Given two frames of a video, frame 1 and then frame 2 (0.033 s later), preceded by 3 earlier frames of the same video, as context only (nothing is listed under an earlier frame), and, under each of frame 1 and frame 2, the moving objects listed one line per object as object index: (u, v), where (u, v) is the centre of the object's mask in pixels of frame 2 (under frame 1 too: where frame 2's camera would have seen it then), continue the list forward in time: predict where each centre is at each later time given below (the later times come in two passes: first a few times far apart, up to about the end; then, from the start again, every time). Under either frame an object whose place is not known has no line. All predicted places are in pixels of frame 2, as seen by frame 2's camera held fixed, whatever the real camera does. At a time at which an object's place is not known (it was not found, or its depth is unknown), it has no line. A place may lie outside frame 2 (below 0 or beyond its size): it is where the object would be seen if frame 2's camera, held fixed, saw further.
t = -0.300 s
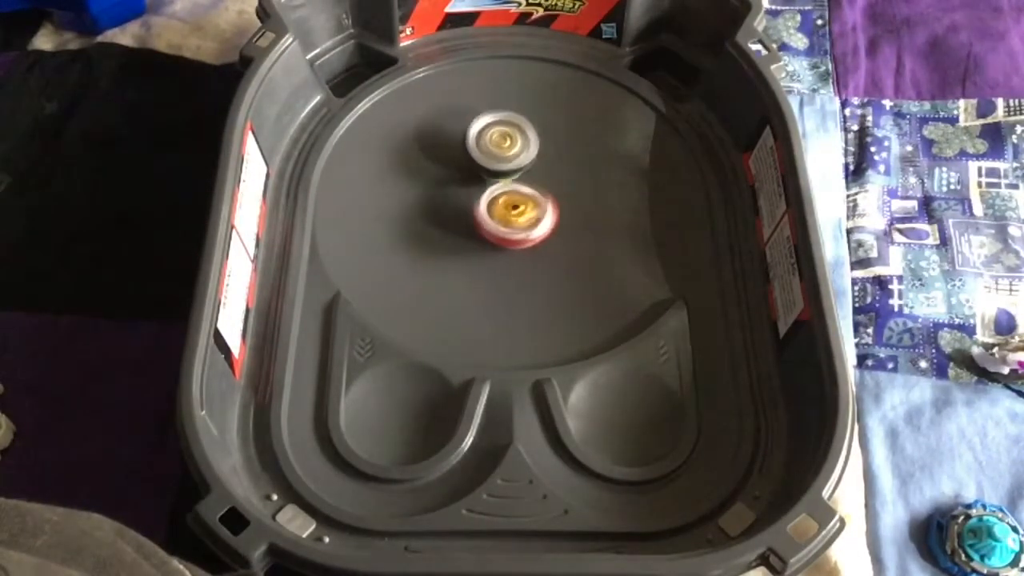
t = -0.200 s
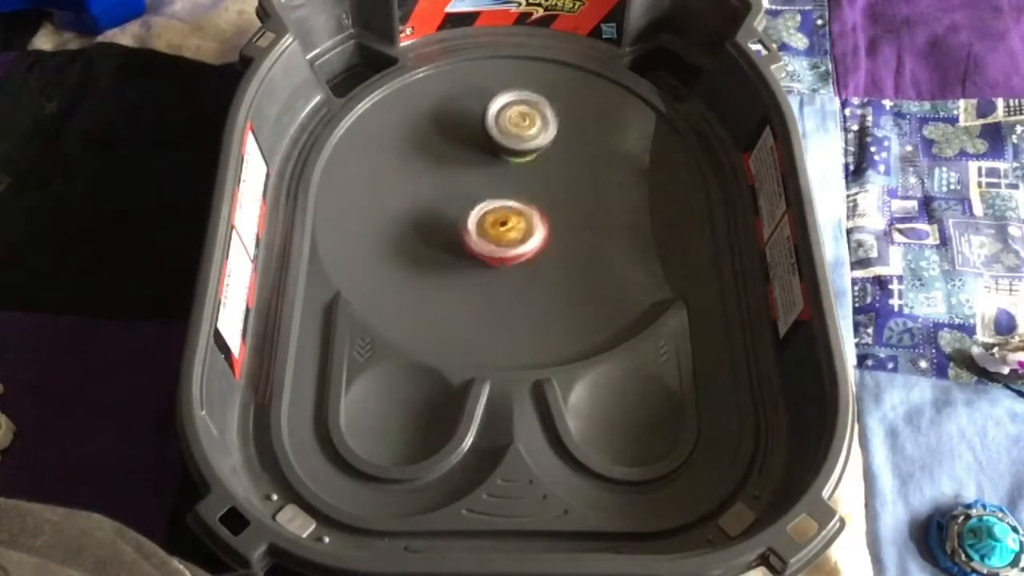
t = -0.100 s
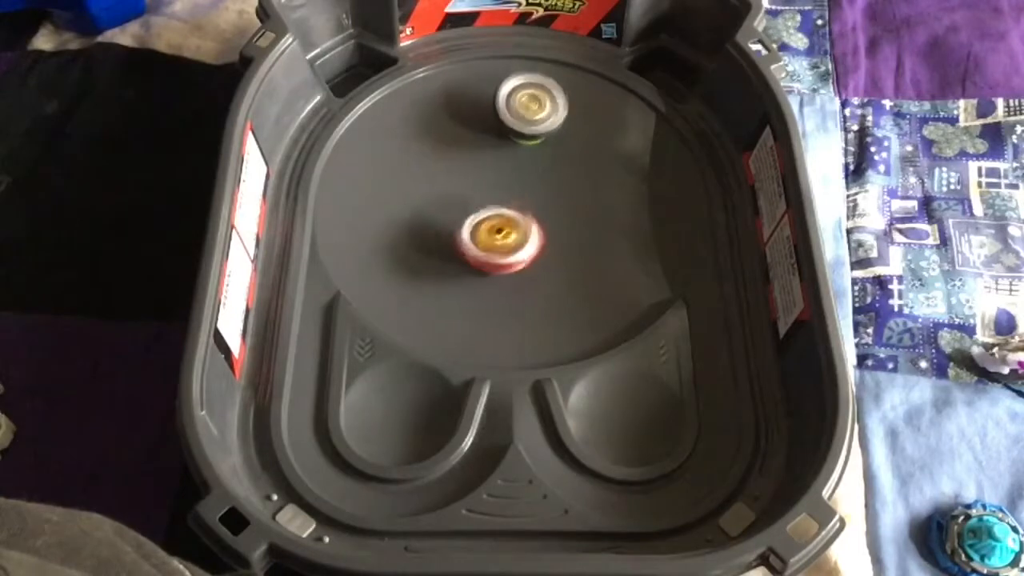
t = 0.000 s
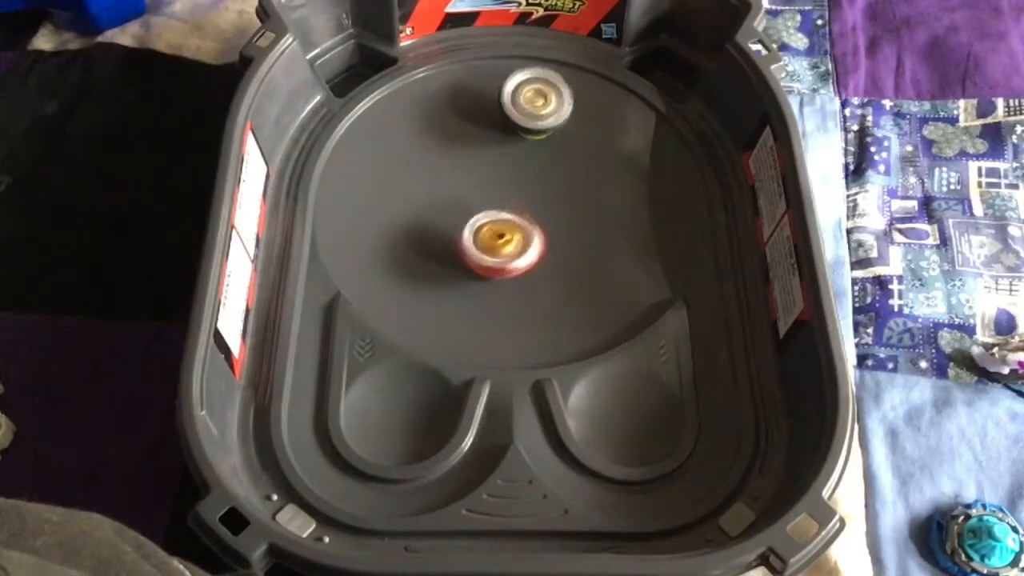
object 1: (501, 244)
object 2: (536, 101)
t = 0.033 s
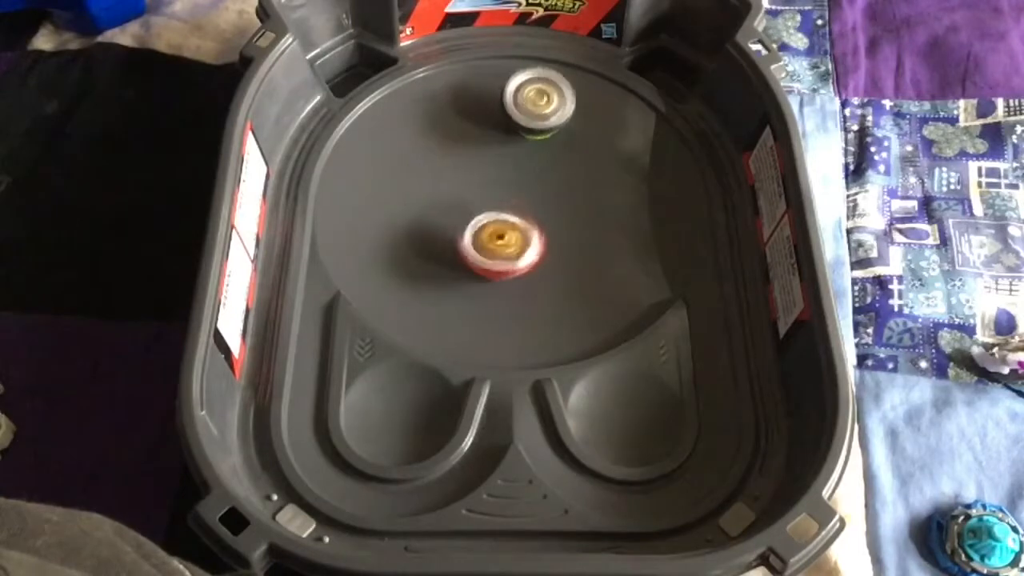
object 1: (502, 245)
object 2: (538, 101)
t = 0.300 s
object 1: (509, 234)
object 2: (556, 118)
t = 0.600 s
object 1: (510, 210)
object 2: (587, 152)
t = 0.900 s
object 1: (512, 188)
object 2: (598, 182)
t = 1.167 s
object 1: (512, 168)
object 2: (591, 215)
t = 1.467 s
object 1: (517, 158)
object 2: (548, 245)
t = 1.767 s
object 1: (527, 165)
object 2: (494, 243)
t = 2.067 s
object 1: (545, 185)
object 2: (459, 216)
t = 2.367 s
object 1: (562, 201)
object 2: (457, 179)
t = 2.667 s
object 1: (559, 207)
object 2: (494, 147)
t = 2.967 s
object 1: (542, 214)
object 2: (541, 133)
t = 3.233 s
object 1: (526, 210)
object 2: (570, 149)
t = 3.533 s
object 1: (501, 199)
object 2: (588, 169)
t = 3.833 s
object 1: (497, 179)
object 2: (576, 205)
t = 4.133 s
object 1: (507, 162)
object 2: (543, 232)
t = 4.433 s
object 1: (531, 162)
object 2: (498, 230)
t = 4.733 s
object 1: (554, 179)
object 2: (468, 203)
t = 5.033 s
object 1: (555, 203)
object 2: (477, 168)
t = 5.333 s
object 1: (538, 217)
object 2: (515, 145)
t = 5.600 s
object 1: (513, 219)
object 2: (559, 137)
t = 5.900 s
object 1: (499, 205)
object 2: (592, 158)
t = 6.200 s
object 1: (499, 177)
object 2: (603, 200)
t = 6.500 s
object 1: (512, 163)
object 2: (569, 230)
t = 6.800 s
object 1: (539, 166)
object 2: (509, 234)
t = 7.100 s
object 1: (559, 183)
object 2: (459, 209)
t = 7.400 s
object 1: (554, 201)
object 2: (467, 168)
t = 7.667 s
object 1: (532, 218)
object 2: (507, 128)
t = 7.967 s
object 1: (514, 216)
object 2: (565, 107)
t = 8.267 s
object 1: (517, 192)
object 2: (599, 149)
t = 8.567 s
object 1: (522, 171)
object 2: (609, 208)
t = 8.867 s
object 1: (538, 172)
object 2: (543, 250)
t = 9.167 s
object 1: (541, 189)
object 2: (466, 229)
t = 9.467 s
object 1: (536, 195)
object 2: (451, 168)
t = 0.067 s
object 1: (502, 245)
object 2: (541, 101)
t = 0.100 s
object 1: (503, 245)
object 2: (543, 102)
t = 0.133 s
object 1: (503, 244)
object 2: (546, 102)
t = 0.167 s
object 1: (506, 243)
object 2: (548, 104)
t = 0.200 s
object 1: (506, 242)
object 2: (550, 107)
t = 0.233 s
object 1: (508, 239)
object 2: (552, 109)
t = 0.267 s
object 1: (509, 237)
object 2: (553, 114)
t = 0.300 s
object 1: (509, 234)
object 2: (556, 118)
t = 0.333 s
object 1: (513, 231)
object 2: (557, 124)
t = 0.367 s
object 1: (512, 227)
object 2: (559, 129)
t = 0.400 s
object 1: (515, 223)
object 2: (560, 134)
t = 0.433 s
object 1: (516, 220)
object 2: (562, 141)
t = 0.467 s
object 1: (516, 216)
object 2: (564, 145)
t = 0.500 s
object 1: (519, 213)
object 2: (565, 152)
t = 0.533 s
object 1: (515, 212)
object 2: (573, 152)
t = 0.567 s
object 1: (511, 211)
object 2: (580, 153)
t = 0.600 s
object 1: (510, 210)
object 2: (587, 152)
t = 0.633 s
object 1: (508, 208)
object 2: (590, 153)
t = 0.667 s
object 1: (508, 205)
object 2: (593, 155)
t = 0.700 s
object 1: (508, 203)
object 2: (593, 158)
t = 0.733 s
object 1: (507, 201)
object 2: (595, 162)
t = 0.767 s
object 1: (508, 197)
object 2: (595, 166)
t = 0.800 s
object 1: (508, 196)
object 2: (597, 170)
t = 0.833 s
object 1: (508, 193)
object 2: (597, 174)
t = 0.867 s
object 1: (510, 190)
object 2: (598, 178)
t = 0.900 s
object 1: (512, 188)
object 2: (598, 182)
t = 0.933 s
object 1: (513, 186)
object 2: (597, 187)
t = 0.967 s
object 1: (513, 183)
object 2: (597, 190)
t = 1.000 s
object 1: (513, 179)
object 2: (598, 196)
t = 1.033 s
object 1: (513, 177)
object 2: (599, 199)
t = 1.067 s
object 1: (511, 175)
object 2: (597, 204)
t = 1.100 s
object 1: (513, 172)
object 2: (596, 207)
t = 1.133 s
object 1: (513, 170)
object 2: (593, 212)
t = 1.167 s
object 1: (512, 168)
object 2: (591, 215)
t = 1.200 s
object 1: (512, 165)
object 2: (586, 220)
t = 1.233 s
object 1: (514, 164)
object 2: (584, 223)
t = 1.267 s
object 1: (513, 162)
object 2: (578, 227)
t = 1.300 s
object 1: (513, 161)
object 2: (575, 230)
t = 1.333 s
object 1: (514, 159)
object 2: (569, 234)
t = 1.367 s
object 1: (515, 159)
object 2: (565, 237)
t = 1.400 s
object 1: (514, 159)
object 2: (559, 240)
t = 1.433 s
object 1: (516, 157)
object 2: (554, 242)
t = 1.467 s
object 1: (517, 158)
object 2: (548, 245)
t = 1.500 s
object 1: (517, 158)
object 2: (542, 245)
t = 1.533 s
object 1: (517, 158)
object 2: (536, 247)
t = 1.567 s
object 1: (520, 158)
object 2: (530, 247)
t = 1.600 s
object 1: (521, 159)
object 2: (524, 248)
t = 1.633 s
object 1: (522, 160)
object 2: (517, 247)
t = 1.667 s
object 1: (522, 161)
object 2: (512, 247)
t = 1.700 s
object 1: (525, 161)
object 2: (505, 246)
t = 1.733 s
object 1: (527, 163)
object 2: (501, 244)
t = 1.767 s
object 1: (527, 165)
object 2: (494, 243)
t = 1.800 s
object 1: (528, 167)
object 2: (490, 240)
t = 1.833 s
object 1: (531, 168)
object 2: (484, 238)
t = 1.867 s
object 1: (533, 171)
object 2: (481, 235)
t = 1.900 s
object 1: (533, 173)
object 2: (476, 233)
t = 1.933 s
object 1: (534, 176)
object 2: (474, 228)
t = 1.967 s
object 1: (537, 177)
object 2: (471, 226)
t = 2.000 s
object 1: (539, 181)
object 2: (468, 221)
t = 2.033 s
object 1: (541, 184)
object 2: (465, 219)
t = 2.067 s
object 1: (545, 185)
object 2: (459, 216)
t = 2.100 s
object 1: (548, 186)
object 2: (457, 213)
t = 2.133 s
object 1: (551, 188)
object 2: (454, 210)
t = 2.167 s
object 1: (554, 192)
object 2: (454, 206)
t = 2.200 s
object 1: (556, 193)
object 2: (453, 202)
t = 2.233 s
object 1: (557, 195)
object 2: (453, 197)
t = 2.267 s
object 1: (559, 196)
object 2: (453, 193)
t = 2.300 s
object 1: (561, 197)
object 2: (454, 188)
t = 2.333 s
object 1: (562, 200)
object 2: (456, 184)
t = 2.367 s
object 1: (562, 201)
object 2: (457, 179)
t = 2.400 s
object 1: (561, 202)
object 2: (460, 174)
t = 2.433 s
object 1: (562, 203)
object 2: (463, 171)
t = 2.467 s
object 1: (563, 203)
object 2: (466, 166)
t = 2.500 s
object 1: (563, 205)
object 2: (471, 163)
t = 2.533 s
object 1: (562, 206)
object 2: (474, 160)
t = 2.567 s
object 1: (560, 206)
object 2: (480, 156)
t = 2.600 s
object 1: (559, 207)
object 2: (484, 153)
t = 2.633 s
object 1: (560, 206)
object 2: (489, 149)
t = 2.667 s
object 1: (559, 207)
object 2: (494, 147)
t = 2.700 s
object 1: (557, 208)
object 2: (500, 145)
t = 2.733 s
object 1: (556, 208)
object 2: (507, 142)
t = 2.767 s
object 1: (553, 207)
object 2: (512, 140)
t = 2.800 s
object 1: (550, 208)
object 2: (517, 137)
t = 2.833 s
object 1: (550, 209)
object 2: (522, 135)
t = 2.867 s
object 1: (548, 211)
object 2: (528, 134)
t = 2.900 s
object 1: (546, 213)
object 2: (531, 133)
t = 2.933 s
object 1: (544, 213)
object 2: (536, 132)
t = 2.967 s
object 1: (542, 214)
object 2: (541, 133)
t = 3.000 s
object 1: (539, 214)
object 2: (545, 133)
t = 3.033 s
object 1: (537, 214)
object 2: (550, 134)
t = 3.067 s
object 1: (536, 214)
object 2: (553, 137)
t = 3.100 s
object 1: (534, 213)
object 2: (557, 138)
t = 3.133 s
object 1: (532, 214)
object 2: (561, 139)
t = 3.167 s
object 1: (530, 213)
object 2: (564, 142)
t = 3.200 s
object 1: (528, 212)
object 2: (566, 146)
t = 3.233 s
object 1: (526, 210)
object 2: (570, 149)
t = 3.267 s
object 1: (522, 210)
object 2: (573, 152)
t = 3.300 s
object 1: (517, 210)
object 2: (578, 152)
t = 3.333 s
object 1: (515, 208)
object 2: (582, 152)
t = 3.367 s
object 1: (513, 207)
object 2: (586, 154)
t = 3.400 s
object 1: (510, 207)
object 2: (587, 156)
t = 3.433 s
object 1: (507, 206)
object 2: (588, 159)
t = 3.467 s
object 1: (506, 203)
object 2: (589, 162)
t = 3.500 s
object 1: (503, 201)
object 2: (589, 165)
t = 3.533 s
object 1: (501, 199)
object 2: (588, 169)
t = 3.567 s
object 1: (499, 197)
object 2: (588, 173)
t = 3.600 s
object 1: (497, 195)
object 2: (586, 177)
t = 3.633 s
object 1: (497, 193)
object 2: (585, 180)
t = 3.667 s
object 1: (497, 190)
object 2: (583, 185)
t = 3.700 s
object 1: (496, 187)
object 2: (583, 189)
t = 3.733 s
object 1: (496, 185)
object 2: (582, 193)
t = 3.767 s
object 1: (496, 183)
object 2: (581, 197)
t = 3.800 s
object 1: (496, 181)
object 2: (579, 201)
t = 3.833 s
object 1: (497, 179)
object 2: (576, 205)
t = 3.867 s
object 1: (497, 178)
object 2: (573, 209)
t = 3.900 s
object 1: (498, 176)
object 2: (570, 212)
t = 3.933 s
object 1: (499, 173)
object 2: (567, 216)
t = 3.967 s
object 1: (500, 170)
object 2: (564, 220)
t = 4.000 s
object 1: (500, 167)
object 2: (561, 223)
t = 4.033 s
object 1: (501, 166)
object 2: (557, 225)
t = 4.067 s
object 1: (503, 165)
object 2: (553, 228)
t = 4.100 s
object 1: (505, 163)
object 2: (548, 230)
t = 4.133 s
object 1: (507, 162)
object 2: (543, 232)
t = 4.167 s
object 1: (509, 161)
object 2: (539, 233)
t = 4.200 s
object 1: (511, 159)
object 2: (534, 234)
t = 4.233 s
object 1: (514, 158)
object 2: (528, 235)
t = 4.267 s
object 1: (517, 158)
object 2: (523, 235)
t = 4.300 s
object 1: (520, 158)
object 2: (518, 235)
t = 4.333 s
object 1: (523, 158)
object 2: (513, 234)
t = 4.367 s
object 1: (526, 159)
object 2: (507, 233)
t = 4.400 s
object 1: (528, 161)
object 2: (503, 232)
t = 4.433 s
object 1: (531, 162)
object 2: (498, 230)
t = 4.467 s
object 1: (534, 164)
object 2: (493, 227)
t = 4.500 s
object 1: (537, 165)
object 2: (490, 225)
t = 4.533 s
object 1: (540, 167)
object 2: (485, 222)
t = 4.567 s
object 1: (543, 169)
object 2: (481, 220)
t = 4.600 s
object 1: (546, 170)
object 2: (478, 216)
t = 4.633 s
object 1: (549, 172)
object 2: (475, 214)
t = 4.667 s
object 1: (550, 174)
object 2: (472, 210)
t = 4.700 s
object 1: (553, 176)
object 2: (469, 207)
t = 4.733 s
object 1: (554, 179)
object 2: (468, 203)
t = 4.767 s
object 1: (556, 181)
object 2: (467, 199)
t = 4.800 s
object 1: (557, 184)
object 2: (467, 196)
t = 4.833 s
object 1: (557, 187)
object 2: (466, 191)
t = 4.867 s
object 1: (557, 189)
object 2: (468, 187)
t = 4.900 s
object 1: (557, 192)
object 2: (468, 184)
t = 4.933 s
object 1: (557, 195)
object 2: (470, 180)
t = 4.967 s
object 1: (557, 197)
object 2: (471, 175)
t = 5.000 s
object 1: (556, 200)
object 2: (474, 172)
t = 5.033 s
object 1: (555, 203)
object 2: (477, 168)
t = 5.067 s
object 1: (554, 205)
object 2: (480, 165)
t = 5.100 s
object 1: (553, 207)
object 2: (483, 161)
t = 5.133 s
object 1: (551, 209)
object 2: (488, 158)
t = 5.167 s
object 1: (549, 211)
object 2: (492, 154)
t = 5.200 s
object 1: (547, 213)
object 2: (495, 152)
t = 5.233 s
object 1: (545, 214)
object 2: (501, 148)
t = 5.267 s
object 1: (543, 215)
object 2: (506, 147)
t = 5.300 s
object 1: (540, 216)
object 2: (510, 146)
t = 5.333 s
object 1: (538, 217)
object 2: (515, 145)
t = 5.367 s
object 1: (535, 217)
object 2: (520, 143)
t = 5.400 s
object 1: (532, 217)
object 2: (526, 144)
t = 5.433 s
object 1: (530, 217)
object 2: (531, 143)
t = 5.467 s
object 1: (527, 217)
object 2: (536, 144)
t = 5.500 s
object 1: (523, 218)
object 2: (543, 142)
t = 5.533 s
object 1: (518, 220)
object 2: (549, 139)
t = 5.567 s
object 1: (515, 220)
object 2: (553, 137)
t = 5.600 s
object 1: (513, 219)
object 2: (559, 137)
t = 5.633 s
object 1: (510, 218)
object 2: (564, 138)
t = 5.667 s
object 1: (508, 217)
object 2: (568, 139)
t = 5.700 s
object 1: (506, 216)
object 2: (573, 140)
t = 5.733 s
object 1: (504, 215)
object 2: (578, 143)
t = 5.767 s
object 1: (502, 213)
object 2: (583, 145)
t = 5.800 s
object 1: (501, 211)
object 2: (585, 148)
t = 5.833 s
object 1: (500, 210)
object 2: (588, 151)
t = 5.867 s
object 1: (499, 208)
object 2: (590, 155)
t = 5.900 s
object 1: (499, 205)
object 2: (592, 158)
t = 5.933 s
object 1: (499, 202)
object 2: (594, 163)
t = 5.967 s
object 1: (499, 199)
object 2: (594, 167)
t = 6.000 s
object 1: (501, 196)
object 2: (594, 171)
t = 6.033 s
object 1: (502, 194)
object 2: (594, 176)
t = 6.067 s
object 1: (503, 191)
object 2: (593, 180)
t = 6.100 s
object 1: (505, 188)
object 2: (592, 185)
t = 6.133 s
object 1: (502, 186)
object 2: (593, 191)
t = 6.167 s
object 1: (499, 180)
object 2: (601, 196)
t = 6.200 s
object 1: (499, 177)
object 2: (603, 200)
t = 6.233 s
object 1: (499, 174)
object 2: (603, 204)
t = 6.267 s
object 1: (499, 171)
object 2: (600, 208)
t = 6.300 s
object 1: (500, 170)
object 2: (597, 212)
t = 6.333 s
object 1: (501, 168)
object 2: (594, 215)
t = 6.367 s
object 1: (502, 166)
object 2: (591, 219)
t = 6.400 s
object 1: (505, 164)
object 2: (586, 222)
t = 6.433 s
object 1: (508, 163)
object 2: (581, 225)
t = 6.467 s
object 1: (510, 163)
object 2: (576, 228)
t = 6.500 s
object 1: (512, 163)
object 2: (569, 230)
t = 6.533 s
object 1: (515, 161)
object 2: (563, 231)
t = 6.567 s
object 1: (518, 160)
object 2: (557, 233)
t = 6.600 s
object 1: (520, 161)
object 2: (551, 233)
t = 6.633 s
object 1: (523, 162)
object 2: (543, 234)
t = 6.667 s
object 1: (526, 163)
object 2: (536, 234)
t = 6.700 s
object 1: (529, 164)
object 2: (528, 234)
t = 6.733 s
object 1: (533, 166)
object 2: (521, 234)
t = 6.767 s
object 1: (536, 167)
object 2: (516, 234)
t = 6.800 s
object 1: (539, 166)
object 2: (509, 234)
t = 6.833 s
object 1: (541, 166)
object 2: (502, 232)
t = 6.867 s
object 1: (542, 170)
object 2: (495, 230)
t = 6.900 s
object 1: (543, 172)
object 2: (489, 227)
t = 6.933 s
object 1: (546, 174)
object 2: (484, 224)
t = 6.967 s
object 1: (552, 175)
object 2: (476, 221)
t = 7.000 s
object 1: (555, 178)
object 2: (471, 219)
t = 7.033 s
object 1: (557, 178)
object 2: (467, 217)
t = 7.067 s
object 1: (559, 180)
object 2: (462, 213)
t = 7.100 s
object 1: (559, 183)
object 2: (459, 209)
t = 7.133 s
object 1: (559, 185)
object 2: (456, 205)
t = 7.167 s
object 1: (561, 186)
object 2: (455, 200)
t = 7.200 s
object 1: (562, 189)
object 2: (454, 195)
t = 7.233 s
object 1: (562, 191)
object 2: (454, 190)
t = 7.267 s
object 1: (561, 192)
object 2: (456, 185)
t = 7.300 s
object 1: (559, 195)
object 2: (458, 182)
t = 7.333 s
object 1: (556, 197)
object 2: (460, 177)
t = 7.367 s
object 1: (556, 199)
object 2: (463, 172)
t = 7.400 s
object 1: (554, 201)
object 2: (467, 168)
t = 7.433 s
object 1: (552, 202)
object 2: (472, 165)
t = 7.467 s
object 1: (549, 203)
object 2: (478, 161)
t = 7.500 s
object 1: (546, 206)
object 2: (481, 154)
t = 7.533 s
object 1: (542, 207)
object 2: (486, 150)
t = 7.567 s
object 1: (541, 208)
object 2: (492, 146)
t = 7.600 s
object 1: (538, 211)
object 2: (498, 142)
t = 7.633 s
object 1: (537, 216)
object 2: (502, 134)
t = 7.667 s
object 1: (532, 218)
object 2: (507, 128)
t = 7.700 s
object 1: (531, 218)
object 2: (513, 123)
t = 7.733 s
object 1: (529, 220)
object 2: (519, 120)
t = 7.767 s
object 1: (526, 220)
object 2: (525, 116)
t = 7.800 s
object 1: (525, 220)
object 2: (532, 113)
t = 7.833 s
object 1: (522, 220)
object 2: (537, 110)
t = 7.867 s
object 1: (520, 219)
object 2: (543, 108)
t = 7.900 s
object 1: (518, 218)
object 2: (551, 107)
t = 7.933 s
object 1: (516, 217)
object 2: (558, 107)
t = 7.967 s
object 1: (514, 216)
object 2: (565, 107)
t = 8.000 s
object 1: (512, 213)
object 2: (571, 109)
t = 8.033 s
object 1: (512, 211)
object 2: (577, 112)
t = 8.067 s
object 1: (511, 209)
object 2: (582, 115)
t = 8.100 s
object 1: (511, 206)
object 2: (586, 119)
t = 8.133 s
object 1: (511, 204)
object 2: (590, 125)
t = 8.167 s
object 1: (511, 201)
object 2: (593, 131)
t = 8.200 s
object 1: (513, 197)
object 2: (596, 136)
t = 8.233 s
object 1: (513, 195)
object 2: (598, 142)
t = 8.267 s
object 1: (517, 192)
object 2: (599, 149)
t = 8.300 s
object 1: (518, 189)
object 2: (599, 157)
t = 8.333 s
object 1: (521, 186)
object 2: (599, 164)
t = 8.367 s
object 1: (516, 183)
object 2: (608, 171)
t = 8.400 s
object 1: (514, 178)
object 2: (613, 176)
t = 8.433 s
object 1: (516, 177)
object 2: (615, 182)
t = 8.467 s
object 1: (517, 176)
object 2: (615, 188)
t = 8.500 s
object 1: (520, 172)
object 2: (613, 195)
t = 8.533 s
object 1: (519, 172)
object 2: (612, 202)
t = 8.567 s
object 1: (522, 171)
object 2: (609, 208)
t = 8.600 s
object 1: (525, 170)
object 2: (605, 215)
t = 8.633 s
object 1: (526, 169)
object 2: (600, 221)
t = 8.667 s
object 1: (528, 168)
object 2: (594, 228)
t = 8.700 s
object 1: (531, 169)
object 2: (587, 234)
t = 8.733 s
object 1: (532, 168)
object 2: (580, 238)
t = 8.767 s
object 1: (533, 169)
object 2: (571, 242)
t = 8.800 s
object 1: (536, 169)
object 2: (562, 246)
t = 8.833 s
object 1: (538, 169)
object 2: (553, 248)
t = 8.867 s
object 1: (538, 172)
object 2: (543, 250)
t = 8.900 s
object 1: (540, 174)
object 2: (533, 251)
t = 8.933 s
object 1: (542, 175)
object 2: (523, 251)
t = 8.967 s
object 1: (540, 178)
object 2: (514, 250)
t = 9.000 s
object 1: (542, 179)
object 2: (504, 248)
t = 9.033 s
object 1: (541, 182)
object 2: (495, 245)
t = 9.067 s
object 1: (541, 184)
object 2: (487, 242)
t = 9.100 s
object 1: (541, 186)
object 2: (479, 238)
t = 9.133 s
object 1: (541, 188)
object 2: (472, 234)
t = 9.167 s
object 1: (541, 189)
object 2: (466, 229)
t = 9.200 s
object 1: (540, 190)
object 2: (461, 223)
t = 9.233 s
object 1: (539, 191)
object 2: (455, 216)
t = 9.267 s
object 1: (538, 192)
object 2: (451, 210)
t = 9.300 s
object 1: (536, 193)
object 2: (449, 203)
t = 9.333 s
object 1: (537, 194)
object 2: (447, 196)
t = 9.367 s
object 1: (536, 194)
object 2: (447, 189)
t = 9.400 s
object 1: (535, 196)
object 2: (447, 182)
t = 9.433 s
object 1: (535, 197)
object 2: (449, 174)
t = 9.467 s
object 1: (536, 195)
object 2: (451, 168)
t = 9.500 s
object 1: (535, 196)
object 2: (454, 161)
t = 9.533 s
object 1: (536, 196)
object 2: (459, 155)
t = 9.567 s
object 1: (536, 195)
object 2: (464, 149)
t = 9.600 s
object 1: (535, 196)
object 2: (470, 144)
